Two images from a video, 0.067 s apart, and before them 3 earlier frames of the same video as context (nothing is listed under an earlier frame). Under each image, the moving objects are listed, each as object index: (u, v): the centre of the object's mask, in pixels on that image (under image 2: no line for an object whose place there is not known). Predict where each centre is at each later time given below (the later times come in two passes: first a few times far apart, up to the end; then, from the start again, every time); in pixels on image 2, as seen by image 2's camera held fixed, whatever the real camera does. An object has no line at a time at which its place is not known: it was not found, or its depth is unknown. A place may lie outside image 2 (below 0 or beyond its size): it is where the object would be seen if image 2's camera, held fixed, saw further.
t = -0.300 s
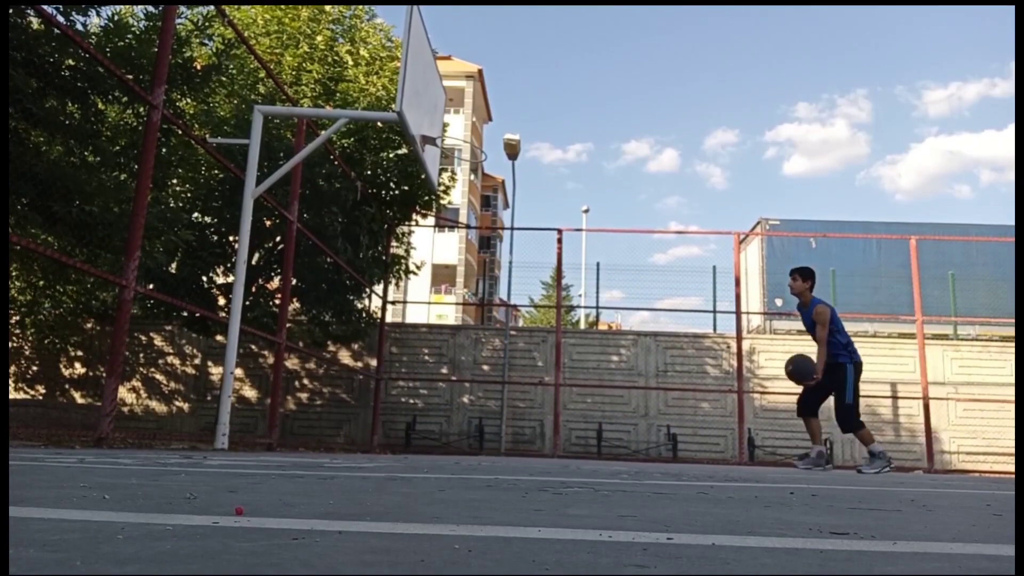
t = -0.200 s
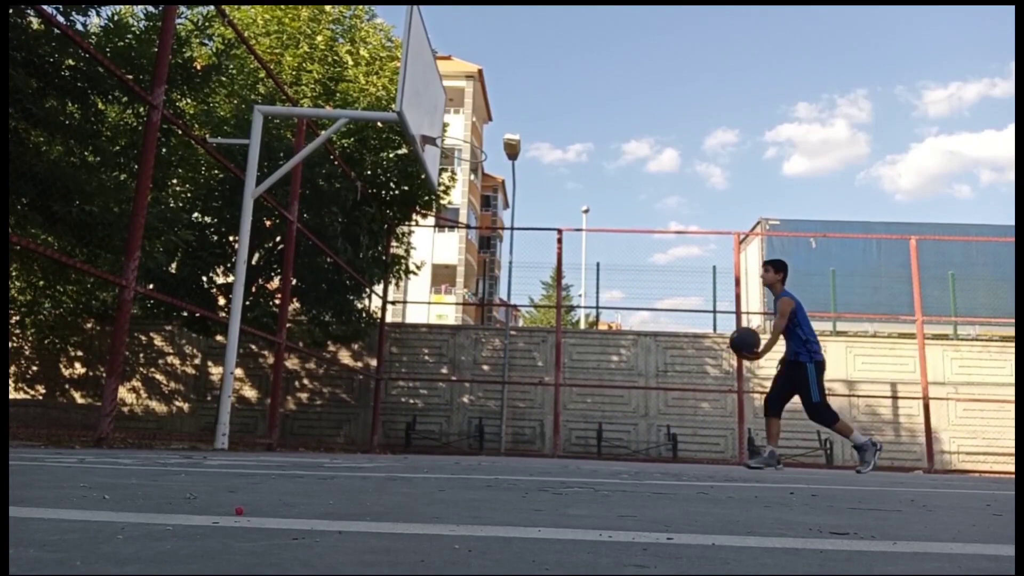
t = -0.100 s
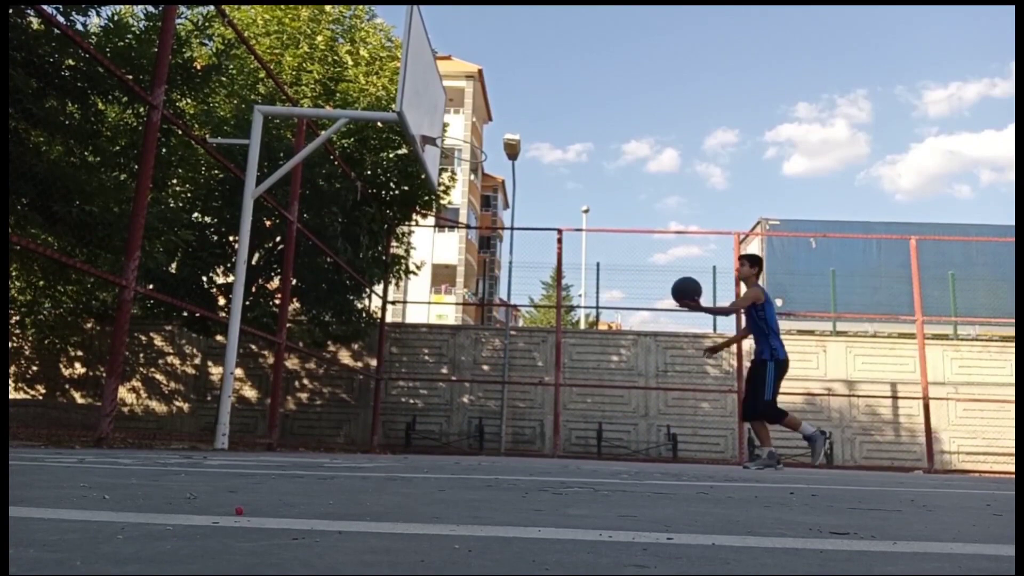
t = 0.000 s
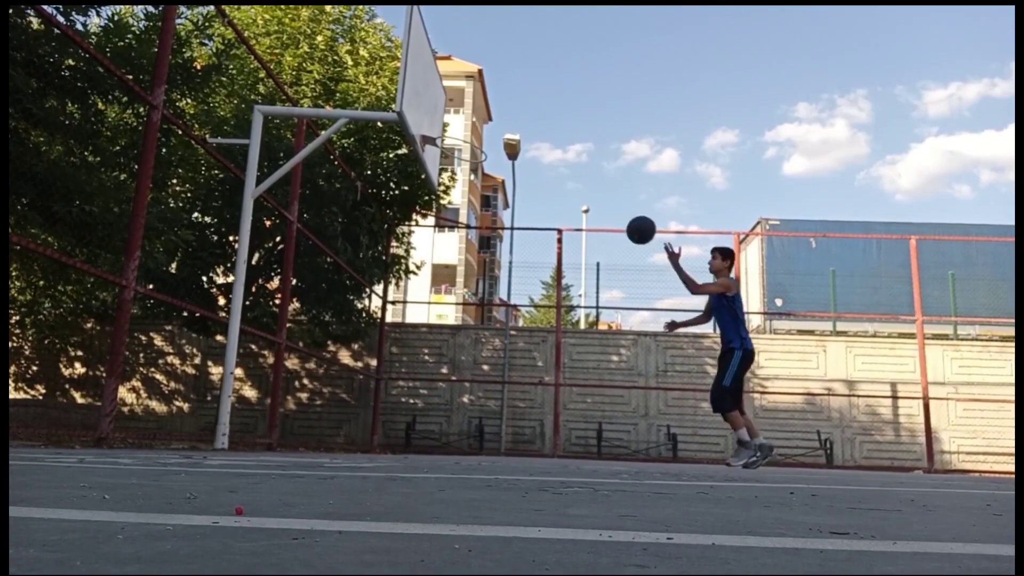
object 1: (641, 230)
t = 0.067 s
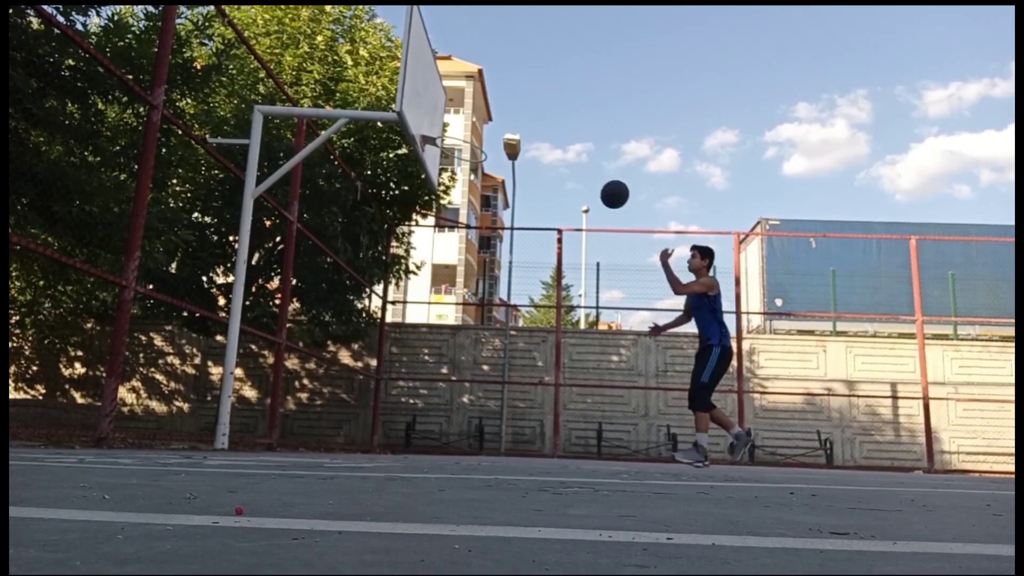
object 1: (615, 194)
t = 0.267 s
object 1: (540, 119)
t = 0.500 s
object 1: (457, 91)
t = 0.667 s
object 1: (464, 95)
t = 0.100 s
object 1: (602, 178)
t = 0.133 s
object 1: (589, 164)
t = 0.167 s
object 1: (577, 151)
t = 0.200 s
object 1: (565, 139)
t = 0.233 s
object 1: (553, 129)
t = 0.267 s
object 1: (540, 119)
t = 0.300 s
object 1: (528, 111)
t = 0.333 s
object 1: (516, 105)
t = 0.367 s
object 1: (504, 100)
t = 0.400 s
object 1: (492, 96)
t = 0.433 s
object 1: (481, 93)
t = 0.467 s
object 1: (469, 91)
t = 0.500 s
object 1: (457, 91)
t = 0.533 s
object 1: (445, 91)
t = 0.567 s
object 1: (435, 92)
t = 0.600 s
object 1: (445, 92)
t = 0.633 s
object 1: (455, 93)
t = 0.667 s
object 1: (464, 95)
